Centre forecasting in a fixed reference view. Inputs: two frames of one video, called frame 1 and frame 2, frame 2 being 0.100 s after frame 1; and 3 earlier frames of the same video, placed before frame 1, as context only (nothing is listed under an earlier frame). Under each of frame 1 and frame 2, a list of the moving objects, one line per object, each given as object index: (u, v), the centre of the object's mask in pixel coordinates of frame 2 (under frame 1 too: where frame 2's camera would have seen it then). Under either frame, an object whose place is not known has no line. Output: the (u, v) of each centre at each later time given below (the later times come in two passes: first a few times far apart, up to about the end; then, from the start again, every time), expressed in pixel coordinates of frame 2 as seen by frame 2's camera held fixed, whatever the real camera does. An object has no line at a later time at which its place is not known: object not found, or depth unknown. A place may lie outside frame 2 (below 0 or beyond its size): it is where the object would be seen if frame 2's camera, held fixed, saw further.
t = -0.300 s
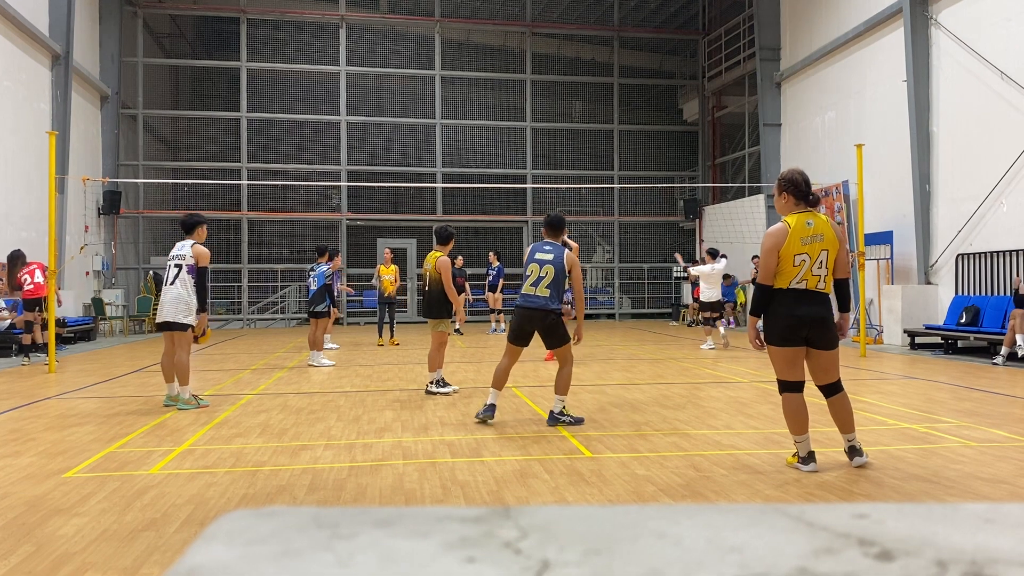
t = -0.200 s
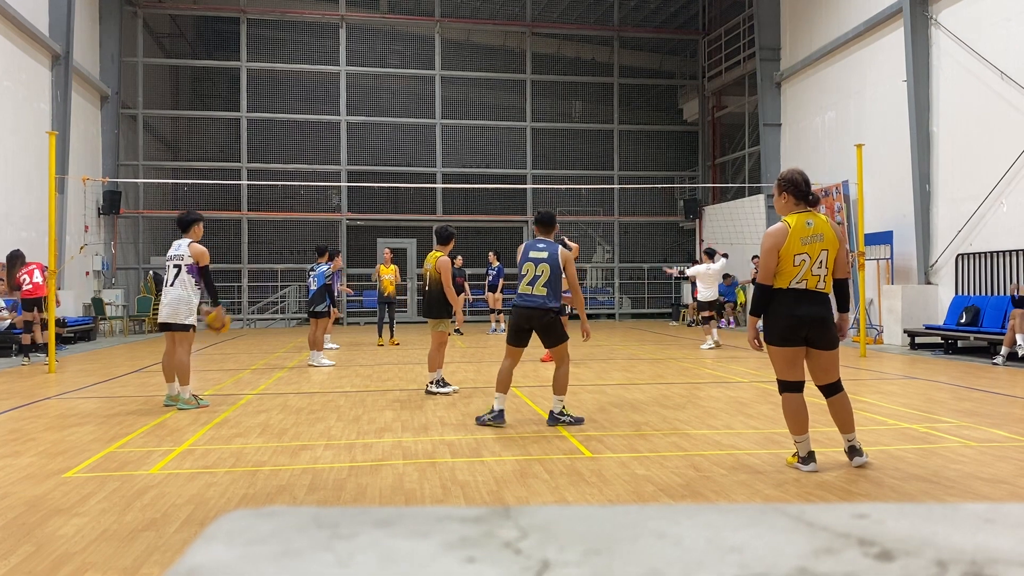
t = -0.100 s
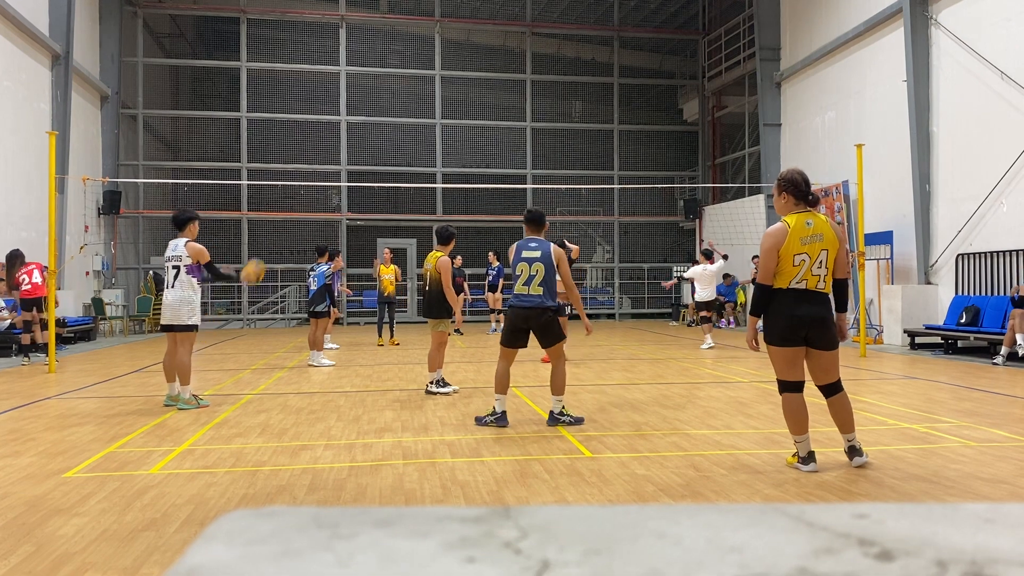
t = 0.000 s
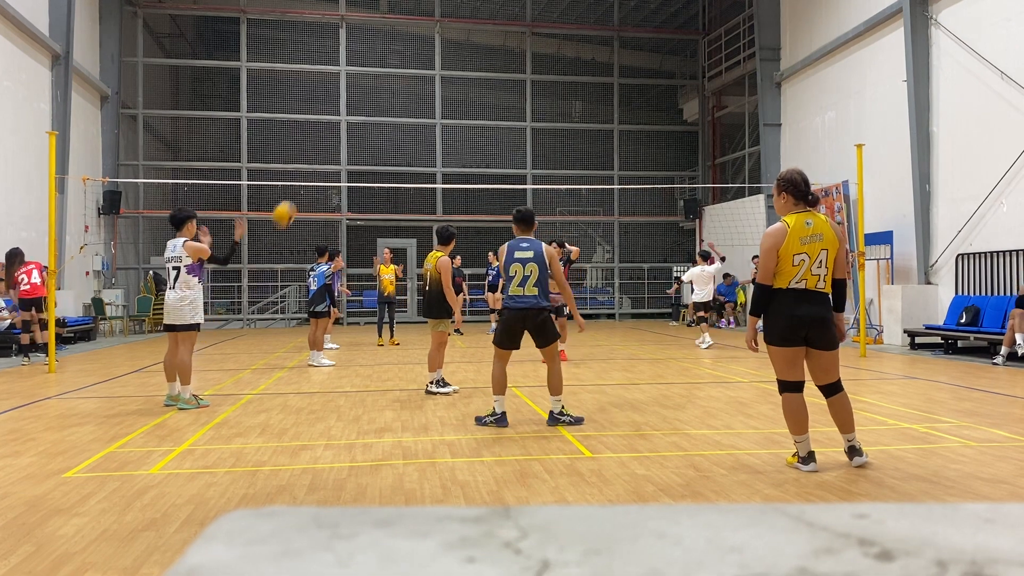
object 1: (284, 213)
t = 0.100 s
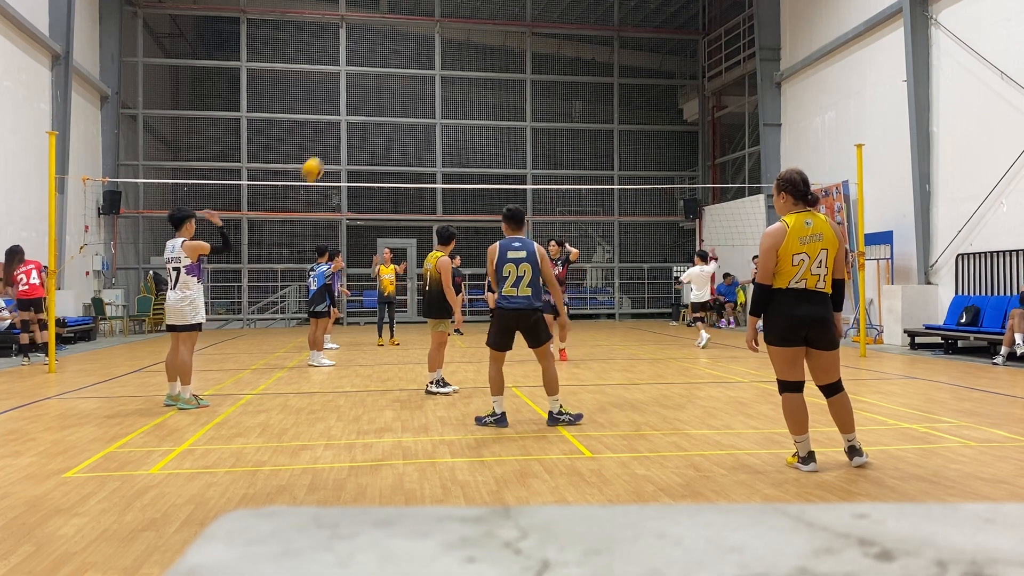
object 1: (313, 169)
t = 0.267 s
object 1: (355, 123)
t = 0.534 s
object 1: (414, 108)
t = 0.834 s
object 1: (470, 160)
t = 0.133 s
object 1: (322, 157)
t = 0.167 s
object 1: (330, 147)
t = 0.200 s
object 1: (338, 138)
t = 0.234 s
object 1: (347, 130)
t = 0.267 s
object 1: (355, 123)
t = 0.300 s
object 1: (363, 117)
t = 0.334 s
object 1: (370, 113)
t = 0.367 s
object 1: (378, 109)
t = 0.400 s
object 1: (385, 107)
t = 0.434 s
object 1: (393, 106)
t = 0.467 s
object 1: (401, 106)
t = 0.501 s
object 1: (407, 106)
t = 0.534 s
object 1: (414, 108)
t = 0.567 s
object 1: (421, 110)
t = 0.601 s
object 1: (427, 114)
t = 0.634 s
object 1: (434, 118)
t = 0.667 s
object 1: (440, 123)
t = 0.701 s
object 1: (447, 129)
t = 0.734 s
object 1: (452, 136)
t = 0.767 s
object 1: (459, 143)
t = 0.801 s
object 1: (465, 151)
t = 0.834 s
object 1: (470, 160)
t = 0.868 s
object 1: (476, 170)
